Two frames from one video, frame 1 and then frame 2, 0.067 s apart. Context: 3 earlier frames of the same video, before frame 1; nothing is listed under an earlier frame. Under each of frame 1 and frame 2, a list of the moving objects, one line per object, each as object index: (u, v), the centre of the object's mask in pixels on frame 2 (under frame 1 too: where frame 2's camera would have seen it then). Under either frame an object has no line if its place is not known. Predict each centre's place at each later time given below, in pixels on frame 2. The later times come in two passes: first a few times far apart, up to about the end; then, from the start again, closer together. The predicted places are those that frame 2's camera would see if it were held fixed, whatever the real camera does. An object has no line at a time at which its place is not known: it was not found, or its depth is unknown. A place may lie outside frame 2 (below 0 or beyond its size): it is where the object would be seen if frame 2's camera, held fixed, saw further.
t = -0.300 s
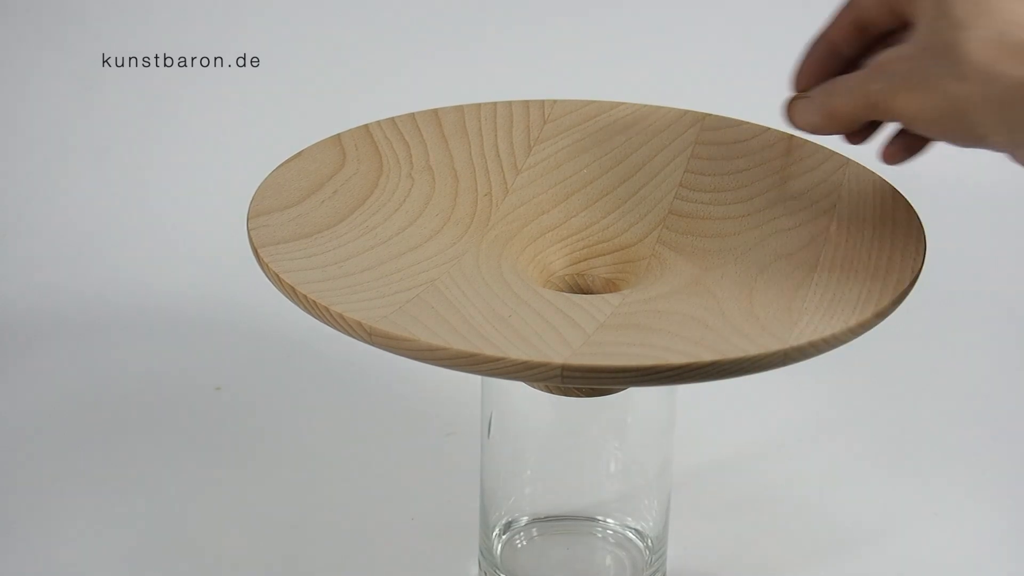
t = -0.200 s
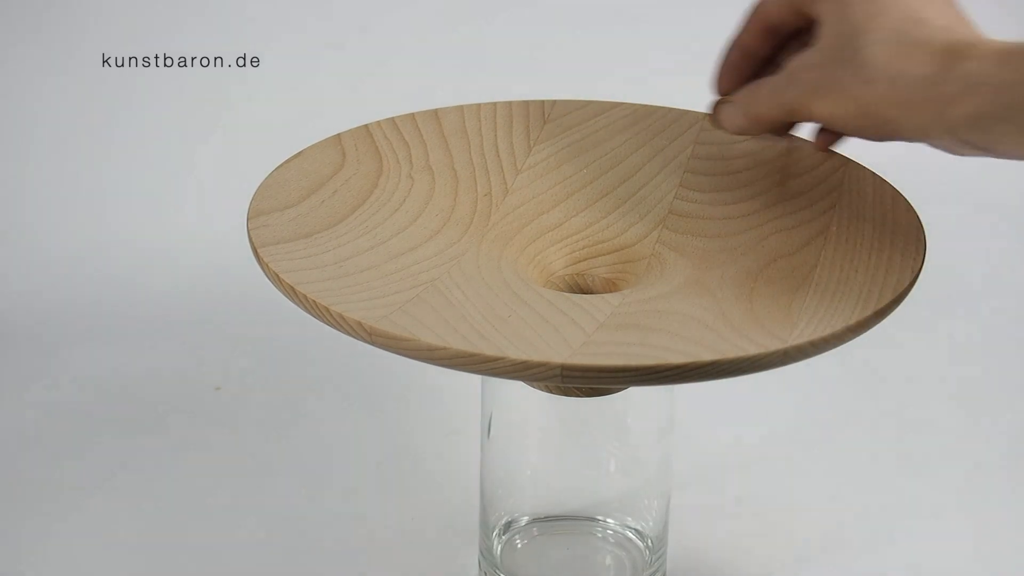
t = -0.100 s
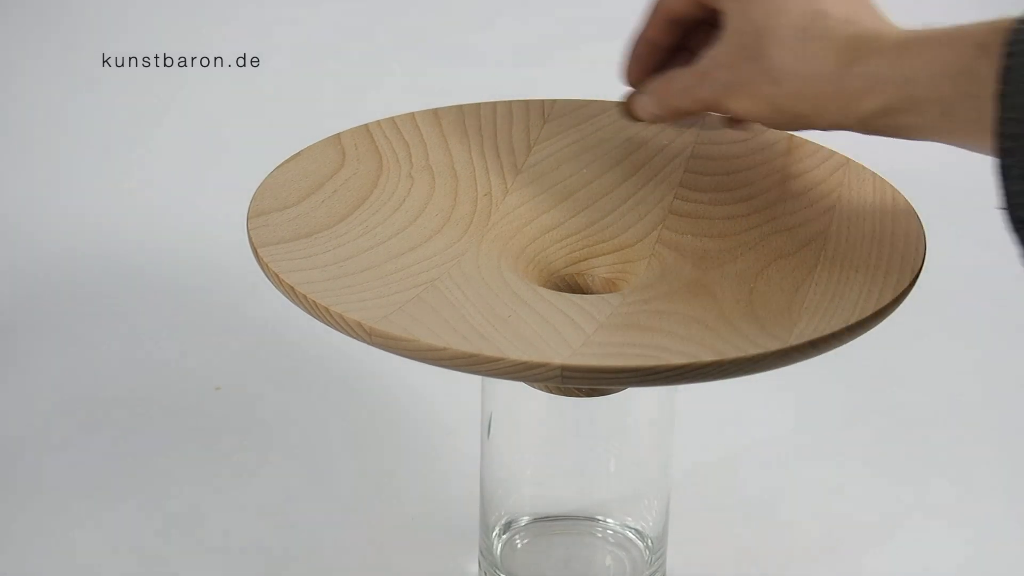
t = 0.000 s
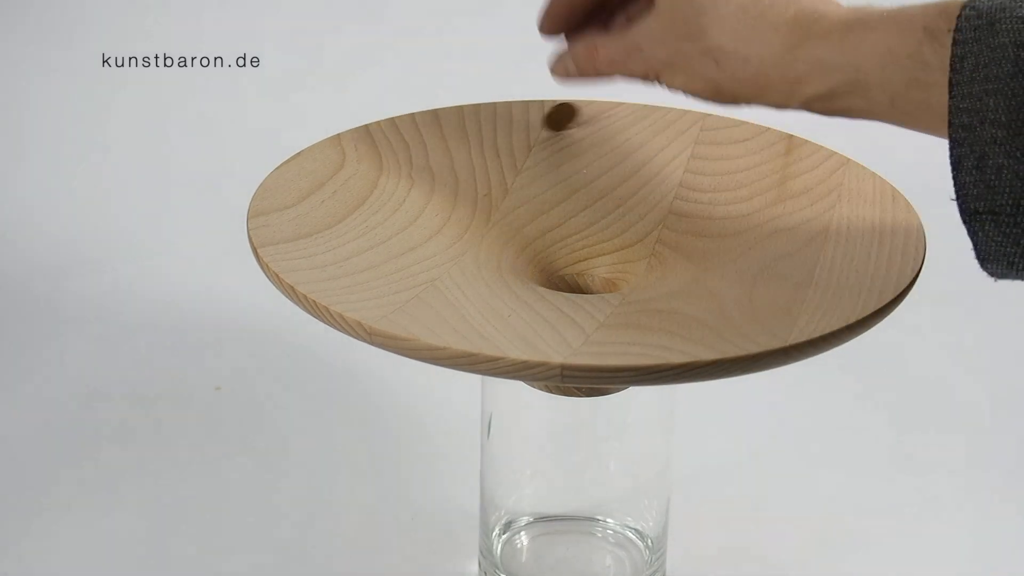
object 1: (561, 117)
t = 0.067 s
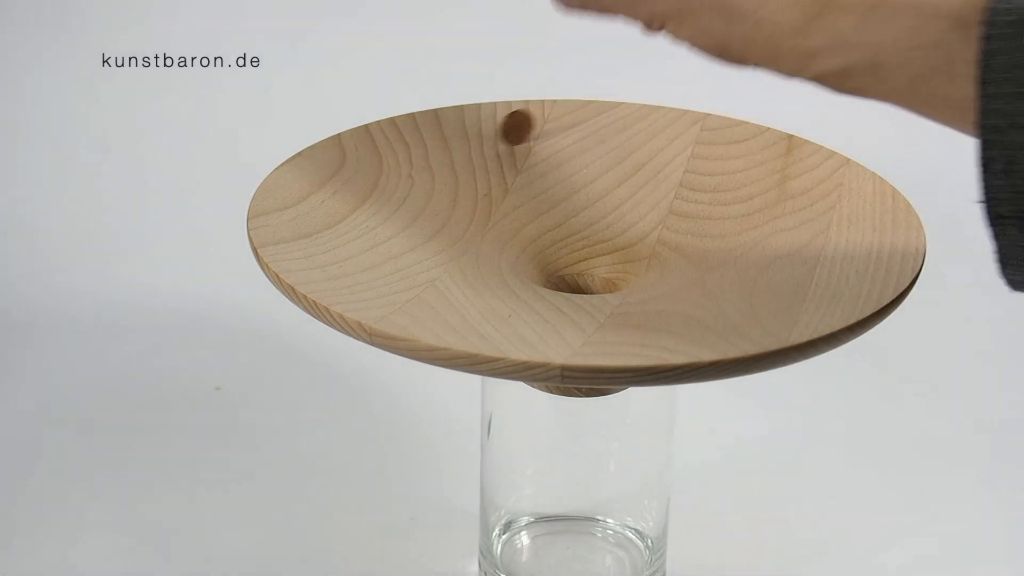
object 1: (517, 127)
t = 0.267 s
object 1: (414, 190)
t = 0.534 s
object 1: (435, 288)
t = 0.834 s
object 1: (648, 326)
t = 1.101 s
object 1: (768, 265)
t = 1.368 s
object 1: (695, 173)
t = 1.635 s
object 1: (530, 131)
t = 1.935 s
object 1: (417, 200)
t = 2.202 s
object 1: (491, 290)
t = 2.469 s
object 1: (682, 308)
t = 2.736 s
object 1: (739, 242)
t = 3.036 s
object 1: (613, 156)
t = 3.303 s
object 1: (478, 180)
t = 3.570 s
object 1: (475, 269)
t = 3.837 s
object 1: (632, 302)
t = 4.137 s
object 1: (695, 228)
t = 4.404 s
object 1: (583, 166)
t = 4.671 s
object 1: (484, 229)
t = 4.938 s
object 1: (562, 292)
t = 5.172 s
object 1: (672, 268)
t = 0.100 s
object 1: (495, 135)
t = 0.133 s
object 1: (476, 145)
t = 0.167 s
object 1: (457, 154)
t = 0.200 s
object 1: (441, 165)
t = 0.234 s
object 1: (426, 177)
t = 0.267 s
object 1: (414, 190)
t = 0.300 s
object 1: (404, 203)
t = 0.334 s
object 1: (398, 216)
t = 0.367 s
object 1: (396, 231)
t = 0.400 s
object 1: (396, 242)
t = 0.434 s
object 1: (401, 256)
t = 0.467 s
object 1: (409, 267)
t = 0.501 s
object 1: (420, 278)
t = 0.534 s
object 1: (435, 288)
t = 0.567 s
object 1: (451, 298)
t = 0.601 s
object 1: (471, 306)
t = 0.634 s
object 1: (494, 313)
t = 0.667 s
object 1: (518, 319)
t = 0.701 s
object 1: (543, 323)
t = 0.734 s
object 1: (570, 326)
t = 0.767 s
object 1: (597, 328)
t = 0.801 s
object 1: (623, 327)
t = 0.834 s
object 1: (648, 326)
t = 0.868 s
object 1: (672, 322)
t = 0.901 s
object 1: (693, 317)
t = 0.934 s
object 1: (712, 311)
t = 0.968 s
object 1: (729, 304)
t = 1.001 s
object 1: (743, 295)
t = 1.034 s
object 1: (754, 286)
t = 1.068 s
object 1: (763, 276)
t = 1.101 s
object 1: (768, 265)
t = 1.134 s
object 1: (770, 254)
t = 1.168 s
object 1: (769, 242)
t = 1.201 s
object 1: (763, 229)
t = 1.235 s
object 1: (755, 217)
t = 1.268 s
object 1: (744, 205)
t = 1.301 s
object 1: (730, 194)
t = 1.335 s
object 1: (713, 183)
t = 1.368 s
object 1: (695, 173)
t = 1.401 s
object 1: (675, 163)
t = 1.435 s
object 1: (655, 155)
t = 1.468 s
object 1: (634, 148)
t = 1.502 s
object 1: (613, 142)
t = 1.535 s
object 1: (592, 136)
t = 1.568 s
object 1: (571, 133)
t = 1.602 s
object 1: (550, 131)
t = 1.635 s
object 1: (530, 131)
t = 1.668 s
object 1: (510, 132)
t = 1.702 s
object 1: (492, 136)
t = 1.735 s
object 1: (476, 141)
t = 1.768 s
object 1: (461, 148)
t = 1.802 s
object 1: (448, 157)
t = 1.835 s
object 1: (438, 165)
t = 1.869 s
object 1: (428, 176)
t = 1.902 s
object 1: (421, 187)
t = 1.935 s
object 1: (417, 200)
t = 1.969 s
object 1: (415, 213)
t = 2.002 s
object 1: (416, 225)
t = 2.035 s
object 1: (421, 238)
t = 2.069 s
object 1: (428, 250)
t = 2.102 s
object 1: (440, 261)
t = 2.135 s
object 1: (455, 272)
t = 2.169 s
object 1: (471, 281)
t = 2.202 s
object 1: (491, 290)
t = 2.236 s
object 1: (512, 298)
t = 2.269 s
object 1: (536, 304)
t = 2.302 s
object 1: (559, 309)
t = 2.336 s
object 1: (586, 313)
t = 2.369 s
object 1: (612, 314)
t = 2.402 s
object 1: (637, 314)
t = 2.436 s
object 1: (661, 312)
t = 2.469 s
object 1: (682, 308)
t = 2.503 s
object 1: (701, 302)
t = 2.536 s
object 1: (715, 296)
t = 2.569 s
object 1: (727, 289)
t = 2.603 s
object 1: (736, 281)
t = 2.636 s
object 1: (741, 272)
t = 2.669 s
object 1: (743, 263)
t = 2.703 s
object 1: (742, 253)
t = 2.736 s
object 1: (739, 242)
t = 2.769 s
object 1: (733, 231)
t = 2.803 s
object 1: (724, 220)
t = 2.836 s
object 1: (712, 208)
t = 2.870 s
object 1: (699, 198)
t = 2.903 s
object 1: (683, 187)
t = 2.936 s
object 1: (667, 178)
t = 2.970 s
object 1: (651, 169)
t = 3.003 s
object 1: (632, 162)
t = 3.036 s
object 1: (613, 156)
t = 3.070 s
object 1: (594, 152)
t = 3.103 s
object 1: (574, 150)
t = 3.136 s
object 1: (555, 150)
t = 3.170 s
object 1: (536, 152)
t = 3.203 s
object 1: (518, 156)
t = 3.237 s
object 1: (504, 162)
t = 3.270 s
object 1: (489, 171)
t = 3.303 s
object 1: (478, 180)
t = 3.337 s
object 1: (468, 191)
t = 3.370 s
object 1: (460, 202)
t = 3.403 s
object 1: (455, 215)
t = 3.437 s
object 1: (453, 226)
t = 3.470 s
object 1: (455, 238)
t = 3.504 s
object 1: (458, 249)
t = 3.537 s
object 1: (465, 260)
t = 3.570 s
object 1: (475, 269)
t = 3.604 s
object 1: (488, 277)
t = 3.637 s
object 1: (503, 285)
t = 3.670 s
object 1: (520, 293)
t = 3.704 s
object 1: (541, 299)
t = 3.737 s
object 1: (562, 301)
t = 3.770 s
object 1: (586, 303)
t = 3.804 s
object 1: (609, 303)
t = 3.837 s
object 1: (632, 302)
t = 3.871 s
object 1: (650, 298)
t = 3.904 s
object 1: (666, 293)
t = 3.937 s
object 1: (680, 286)
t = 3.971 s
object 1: (689, 279)
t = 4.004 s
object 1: (696, 271)
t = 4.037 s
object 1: (700, 261)
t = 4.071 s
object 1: (701, 251)
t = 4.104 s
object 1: (700, 241)
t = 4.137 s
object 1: (695, 228)
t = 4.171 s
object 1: (687, 216)
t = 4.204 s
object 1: (677, 206)
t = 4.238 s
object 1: (666, 196)
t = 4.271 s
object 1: (651, 187)
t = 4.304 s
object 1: (636, 179)
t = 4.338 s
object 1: (619, 172)
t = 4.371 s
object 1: (601, 167)
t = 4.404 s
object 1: (583, 166)
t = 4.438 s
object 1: (563, 167)
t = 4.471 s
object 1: (546, 171)
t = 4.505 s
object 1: (531, 177)
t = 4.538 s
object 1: (517, 185)
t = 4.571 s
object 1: (505, 195)
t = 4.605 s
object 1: (496, 205)
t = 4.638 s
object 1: (488, 217)
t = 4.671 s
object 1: (484, 229)
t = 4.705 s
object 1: (484, 239)
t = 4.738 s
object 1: (486, 250)
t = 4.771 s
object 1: (492, 260)
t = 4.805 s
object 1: (500, 269)
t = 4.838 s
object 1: (512, 276)
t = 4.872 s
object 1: (527, 283)
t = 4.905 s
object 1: (544, 288)
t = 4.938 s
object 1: (562, 292)
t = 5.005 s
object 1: (607, 294)
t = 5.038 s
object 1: (627, 292)
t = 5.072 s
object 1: (643, 287)
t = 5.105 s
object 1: (656, 282)
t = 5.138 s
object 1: (666, 276)
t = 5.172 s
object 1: (672, 268)
